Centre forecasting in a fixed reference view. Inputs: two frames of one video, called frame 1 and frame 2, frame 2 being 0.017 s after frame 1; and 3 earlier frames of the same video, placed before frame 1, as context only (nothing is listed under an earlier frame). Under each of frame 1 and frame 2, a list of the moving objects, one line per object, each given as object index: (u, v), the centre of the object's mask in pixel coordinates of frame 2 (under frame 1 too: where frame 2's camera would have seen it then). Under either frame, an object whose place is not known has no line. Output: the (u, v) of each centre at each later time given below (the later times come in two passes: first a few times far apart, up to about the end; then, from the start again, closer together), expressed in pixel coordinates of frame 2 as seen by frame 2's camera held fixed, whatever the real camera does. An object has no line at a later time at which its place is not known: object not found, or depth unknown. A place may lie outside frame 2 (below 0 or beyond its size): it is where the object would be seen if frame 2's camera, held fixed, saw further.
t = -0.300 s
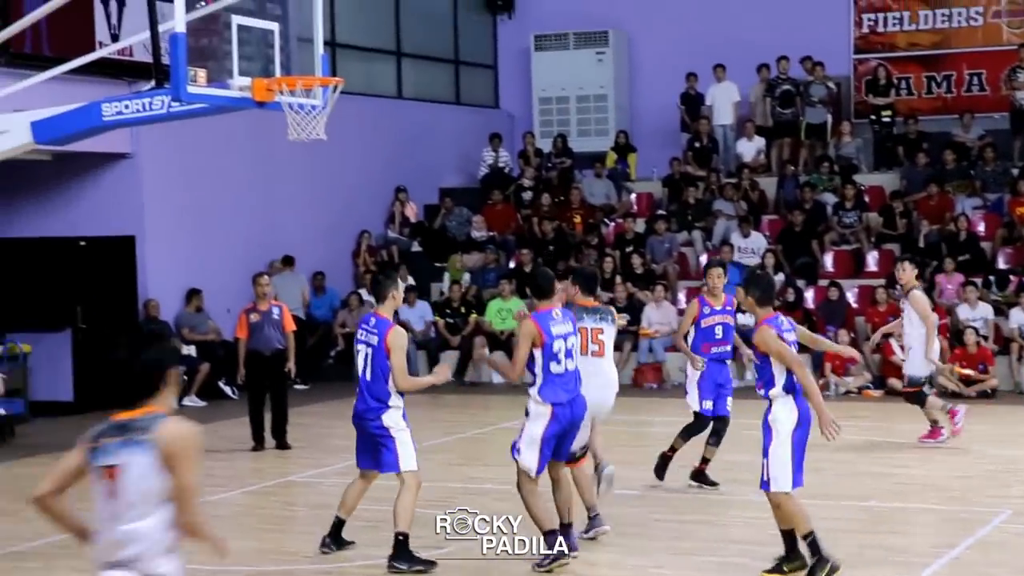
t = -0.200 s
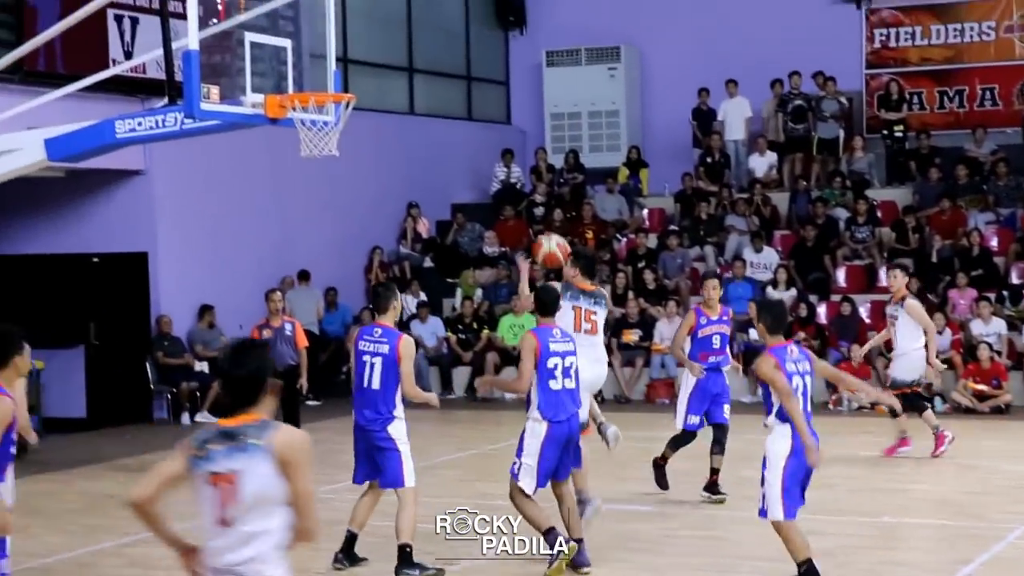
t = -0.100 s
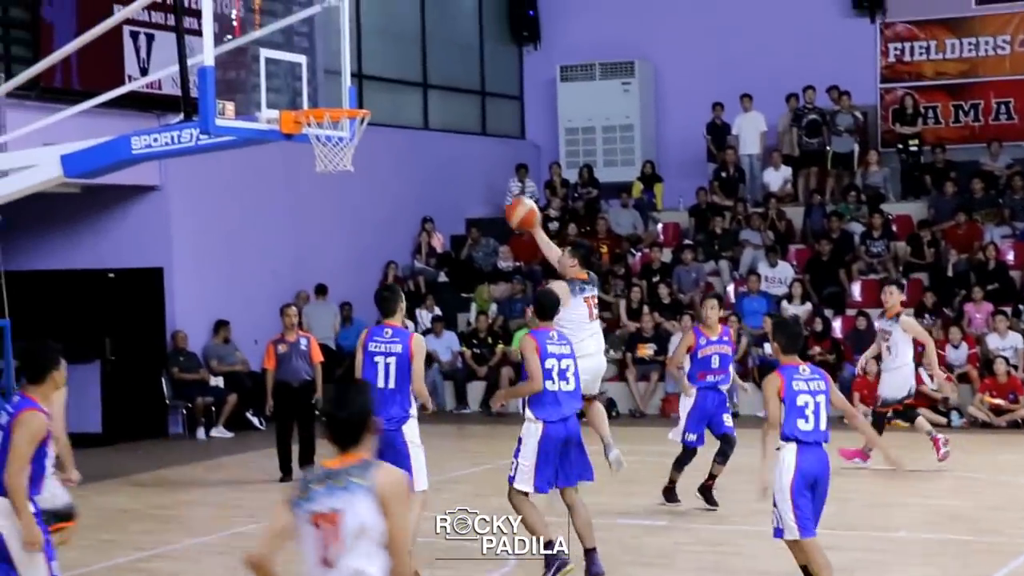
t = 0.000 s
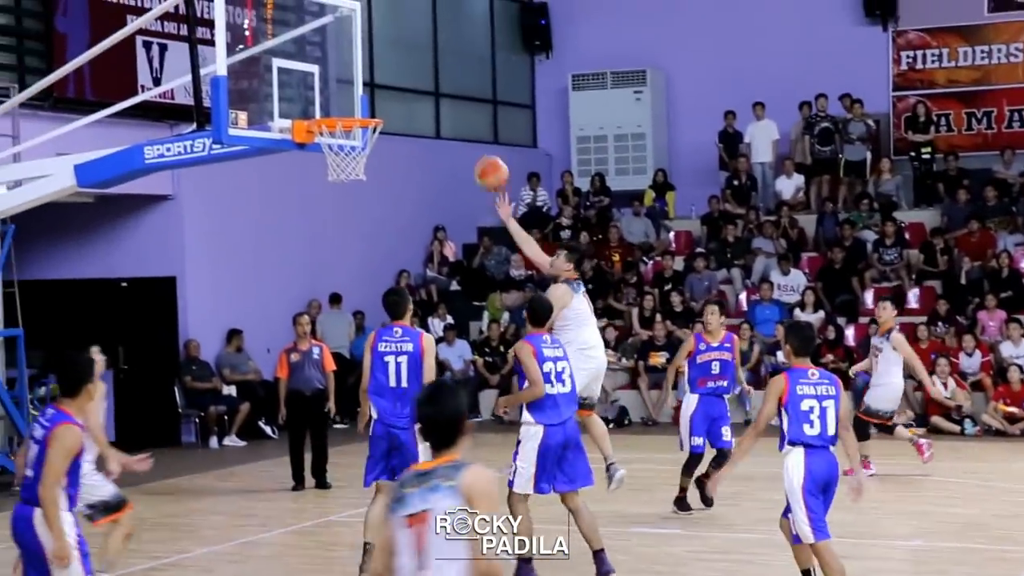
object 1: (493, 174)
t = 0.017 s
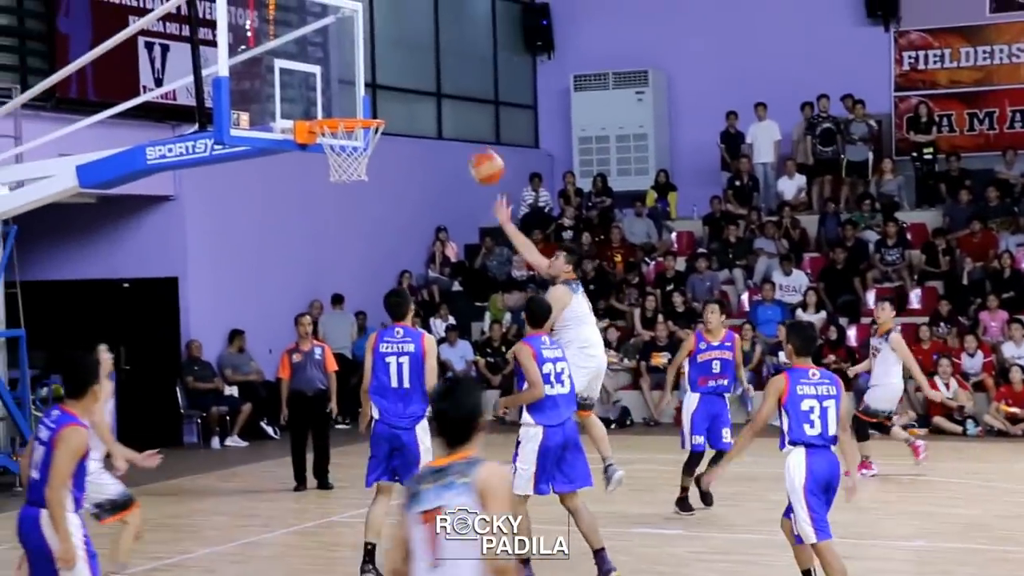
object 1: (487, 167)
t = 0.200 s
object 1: (413, 112)
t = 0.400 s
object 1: (332, 104)
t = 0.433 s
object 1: (324, 101)
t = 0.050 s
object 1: (473, 154)
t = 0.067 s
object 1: (466, 148)
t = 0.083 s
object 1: (460, 142)
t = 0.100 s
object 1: (453, 137)
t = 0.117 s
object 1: (446, 131)
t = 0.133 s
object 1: (440, 127)
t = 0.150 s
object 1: (433, 123)
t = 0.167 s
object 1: (427, 119)
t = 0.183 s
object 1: (420, 116)
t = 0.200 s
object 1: (413, 112)
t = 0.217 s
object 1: (406, 110)
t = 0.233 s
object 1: (399, 108)
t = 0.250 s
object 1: (392, 106)
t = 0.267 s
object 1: (386, 104)
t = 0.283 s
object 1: (379, 103)
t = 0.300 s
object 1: (373, 102)
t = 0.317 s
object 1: (366, 102)
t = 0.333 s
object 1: (358, 102)
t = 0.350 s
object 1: (351, 102)
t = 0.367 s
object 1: (344, 103)
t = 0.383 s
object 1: (338, 103)
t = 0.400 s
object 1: (332, 104)
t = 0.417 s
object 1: (328, 103)
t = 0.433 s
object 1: (324, 101)
